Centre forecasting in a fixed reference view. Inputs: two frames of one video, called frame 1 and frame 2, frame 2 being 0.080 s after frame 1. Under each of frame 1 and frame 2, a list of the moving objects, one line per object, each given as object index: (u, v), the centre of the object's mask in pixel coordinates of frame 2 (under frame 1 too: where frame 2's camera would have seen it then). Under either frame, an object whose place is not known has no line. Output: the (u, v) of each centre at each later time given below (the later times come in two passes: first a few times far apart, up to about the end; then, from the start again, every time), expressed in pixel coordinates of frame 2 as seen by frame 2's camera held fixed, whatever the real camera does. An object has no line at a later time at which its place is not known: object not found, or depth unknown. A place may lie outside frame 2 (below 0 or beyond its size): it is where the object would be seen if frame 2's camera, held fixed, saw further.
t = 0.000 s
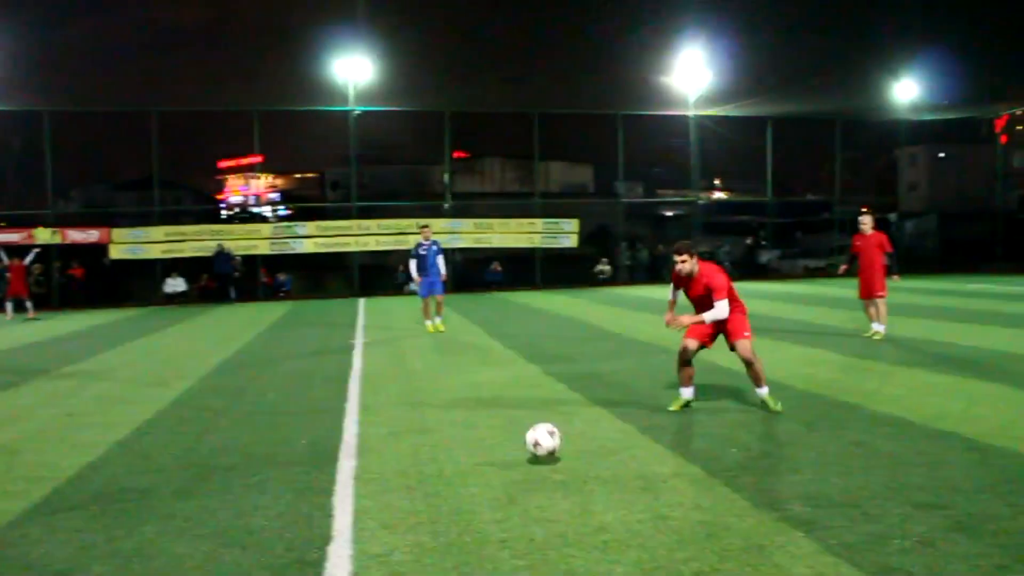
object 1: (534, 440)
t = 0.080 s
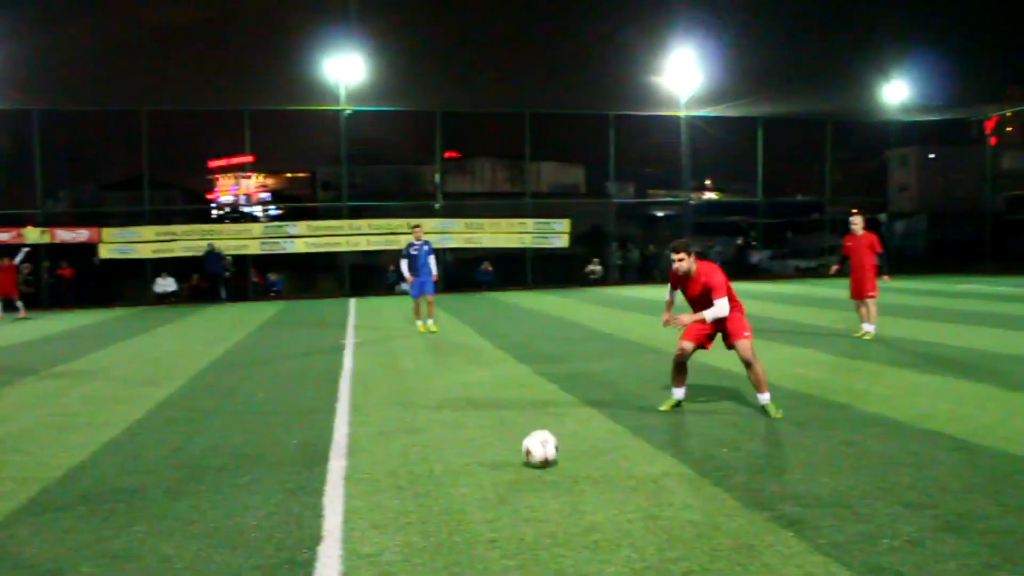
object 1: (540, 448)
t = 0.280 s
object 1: (552, 449)
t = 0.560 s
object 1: (571, 461)
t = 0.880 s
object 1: (595, 474)
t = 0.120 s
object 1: (543, 451)
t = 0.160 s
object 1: (545, 450)
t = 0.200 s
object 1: (547, 448)
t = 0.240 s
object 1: (550, 448)
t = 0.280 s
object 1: (552, 449)
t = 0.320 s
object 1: (555, 450)
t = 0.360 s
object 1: (557, 451)
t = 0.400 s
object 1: (560, 454)
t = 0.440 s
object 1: (564, 458)
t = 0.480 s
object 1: (566, 460)
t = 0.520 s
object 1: (569, 461)
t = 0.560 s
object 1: (571, 461)
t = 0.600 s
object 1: (574, 461)
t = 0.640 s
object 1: (577, 464)
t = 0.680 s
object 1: (580, 466)
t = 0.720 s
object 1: (583, 469)
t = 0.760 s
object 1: (585, 469)
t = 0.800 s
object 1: (589, 470)
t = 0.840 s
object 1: (592, 471)
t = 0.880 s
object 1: (595, 474)
